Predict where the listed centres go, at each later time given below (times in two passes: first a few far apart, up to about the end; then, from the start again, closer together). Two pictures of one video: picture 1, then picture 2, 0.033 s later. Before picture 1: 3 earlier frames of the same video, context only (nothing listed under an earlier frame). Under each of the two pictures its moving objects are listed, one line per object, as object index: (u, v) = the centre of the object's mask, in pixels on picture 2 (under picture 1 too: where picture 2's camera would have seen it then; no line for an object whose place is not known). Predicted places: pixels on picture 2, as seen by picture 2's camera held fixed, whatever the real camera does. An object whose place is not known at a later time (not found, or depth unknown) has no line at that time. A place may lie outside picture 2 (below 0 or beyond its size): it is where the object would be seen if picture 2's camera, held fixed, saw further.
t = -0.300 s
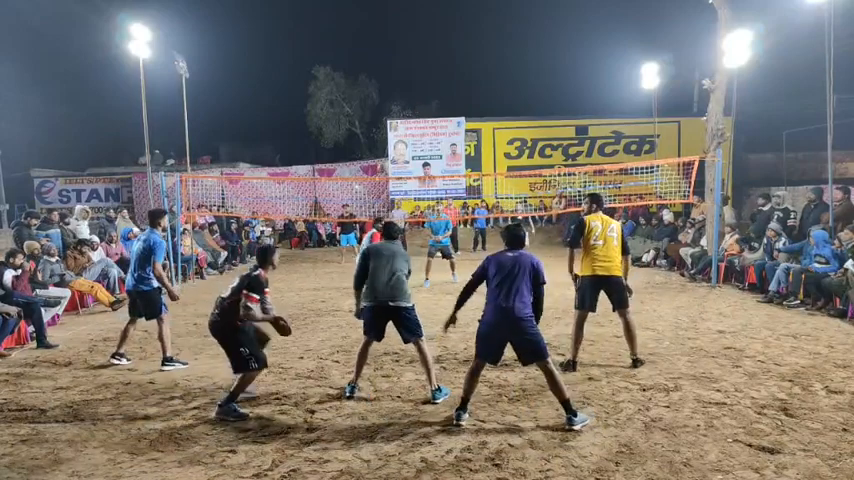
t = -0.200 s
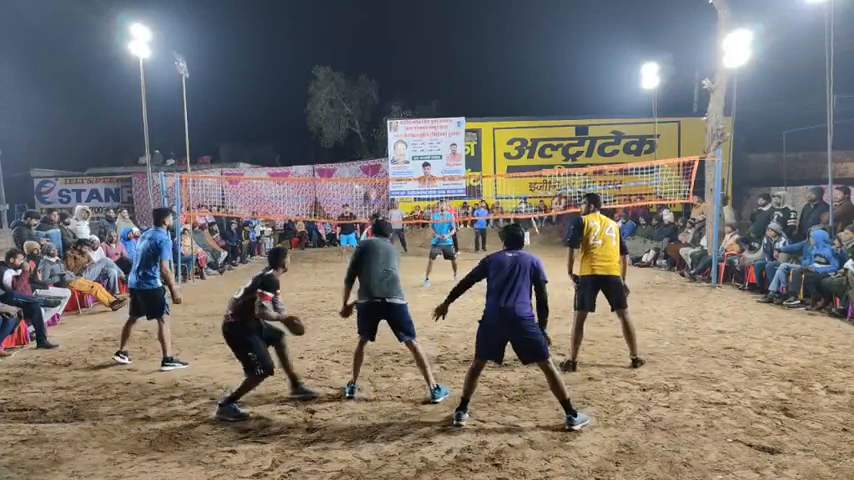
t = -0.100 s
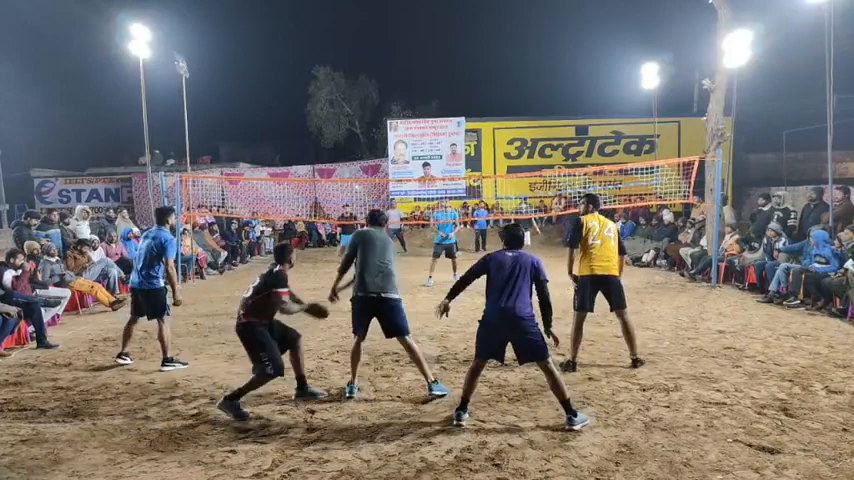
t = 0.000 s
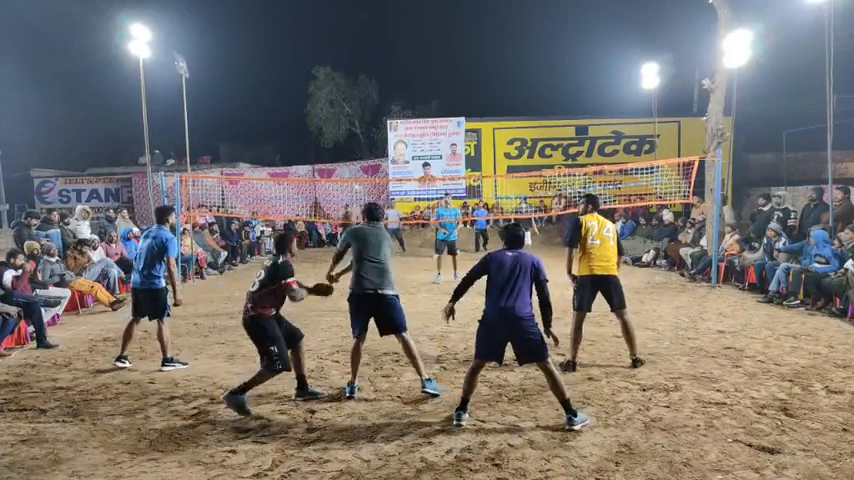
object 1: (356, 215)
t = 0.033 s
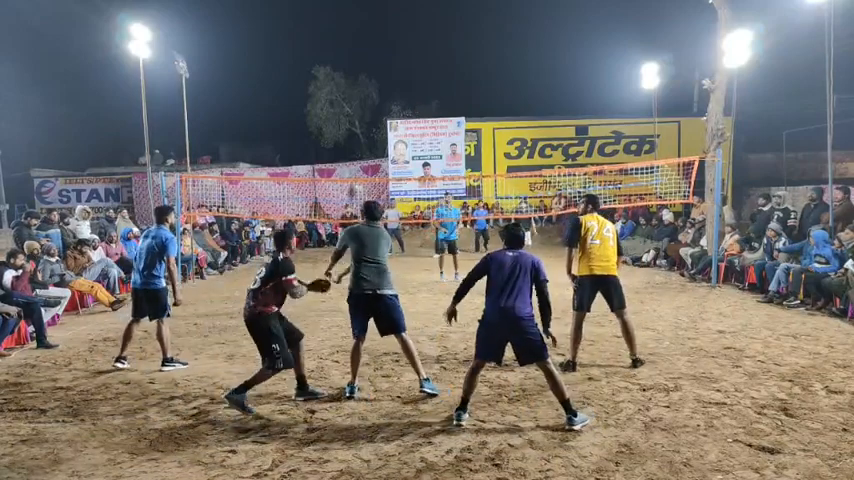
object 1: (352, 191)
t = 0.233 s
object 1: (375, 93)
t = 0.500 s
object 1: (395, 42)
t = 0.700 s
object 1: (406, 37)
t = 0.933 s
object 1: (418, 55)
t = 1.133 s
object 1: (425, 84)
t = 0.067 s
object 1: (359, 168)
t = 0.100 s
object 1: (362, 150)
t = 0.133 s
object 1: (365, 134)
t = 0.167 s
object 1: (369, 119)
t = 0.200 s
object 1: (372, 105)
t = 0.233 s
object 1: (375, 93)
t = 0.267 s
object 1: (378, 83)
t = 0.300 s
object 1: (381, 74)
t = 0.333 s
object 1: (383, 65)
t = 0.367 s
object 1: (386, 59)
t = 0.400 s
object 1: (388, 54)
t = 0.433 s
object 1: (391, 49)
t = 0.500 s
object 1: (395, 42)
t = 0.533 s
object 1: (397, 39)
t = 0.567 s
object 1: (399, 38)
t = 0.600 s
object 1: (401, 37)
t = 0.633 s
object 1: (403, 36)
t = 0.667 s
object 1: (405, 37)
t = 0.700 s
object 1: (406, 37)
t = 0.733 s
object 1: (408, 39)
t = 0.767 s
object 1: (410, 41)
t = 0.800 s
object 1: (411, 43)
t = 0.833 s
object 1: (413, 45)
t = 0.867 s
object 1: (415, 48)
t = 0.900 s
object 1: (416, 52)
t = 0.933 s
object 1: (418, 55)
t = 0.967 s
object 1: (419, 59)
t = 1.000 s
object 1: (420, 63)
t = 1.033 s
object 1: (422, 68)
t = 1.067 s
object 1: (423, 73)
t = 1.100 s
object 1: (424, 78)
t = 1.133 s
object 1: (425, 84)
